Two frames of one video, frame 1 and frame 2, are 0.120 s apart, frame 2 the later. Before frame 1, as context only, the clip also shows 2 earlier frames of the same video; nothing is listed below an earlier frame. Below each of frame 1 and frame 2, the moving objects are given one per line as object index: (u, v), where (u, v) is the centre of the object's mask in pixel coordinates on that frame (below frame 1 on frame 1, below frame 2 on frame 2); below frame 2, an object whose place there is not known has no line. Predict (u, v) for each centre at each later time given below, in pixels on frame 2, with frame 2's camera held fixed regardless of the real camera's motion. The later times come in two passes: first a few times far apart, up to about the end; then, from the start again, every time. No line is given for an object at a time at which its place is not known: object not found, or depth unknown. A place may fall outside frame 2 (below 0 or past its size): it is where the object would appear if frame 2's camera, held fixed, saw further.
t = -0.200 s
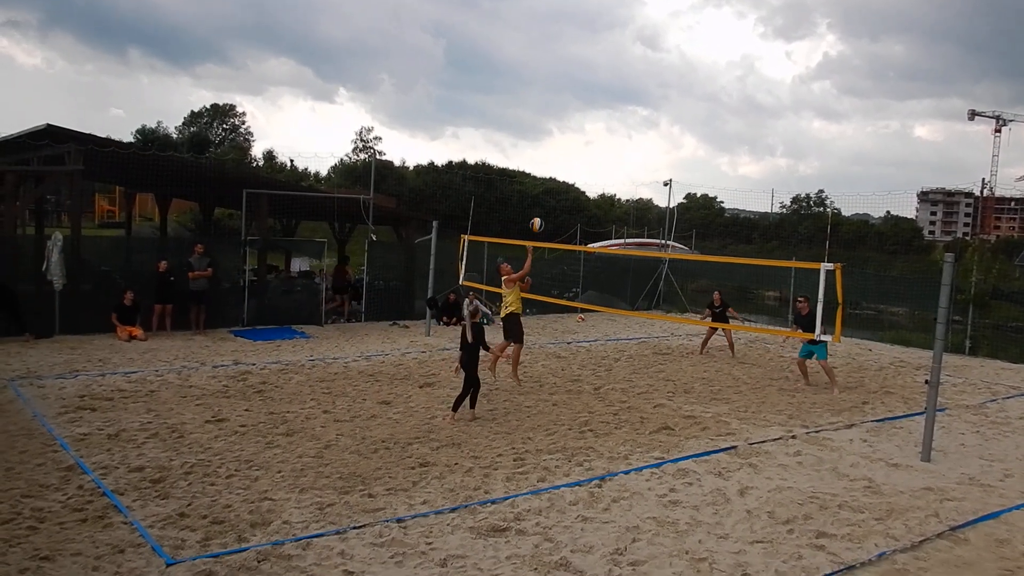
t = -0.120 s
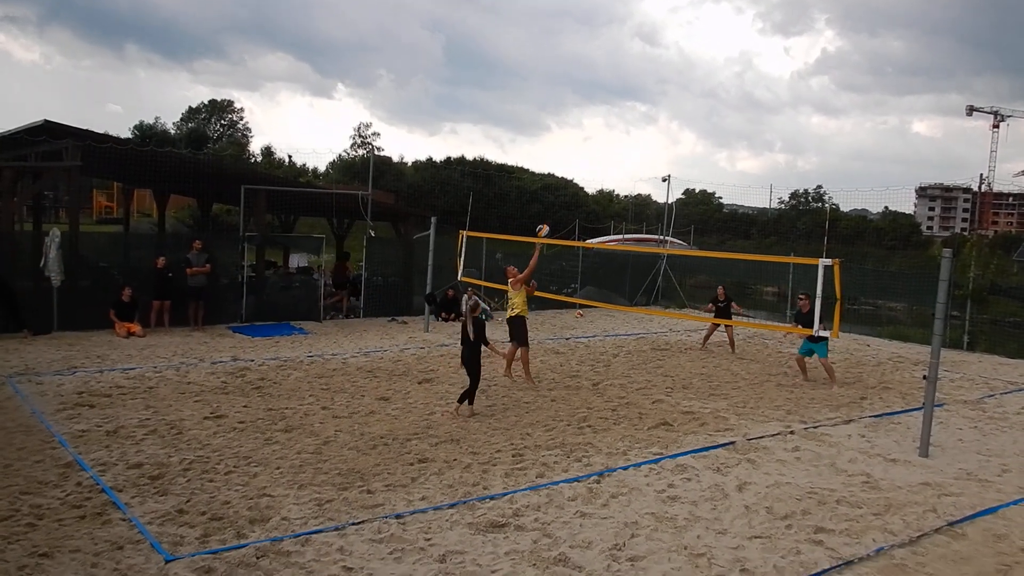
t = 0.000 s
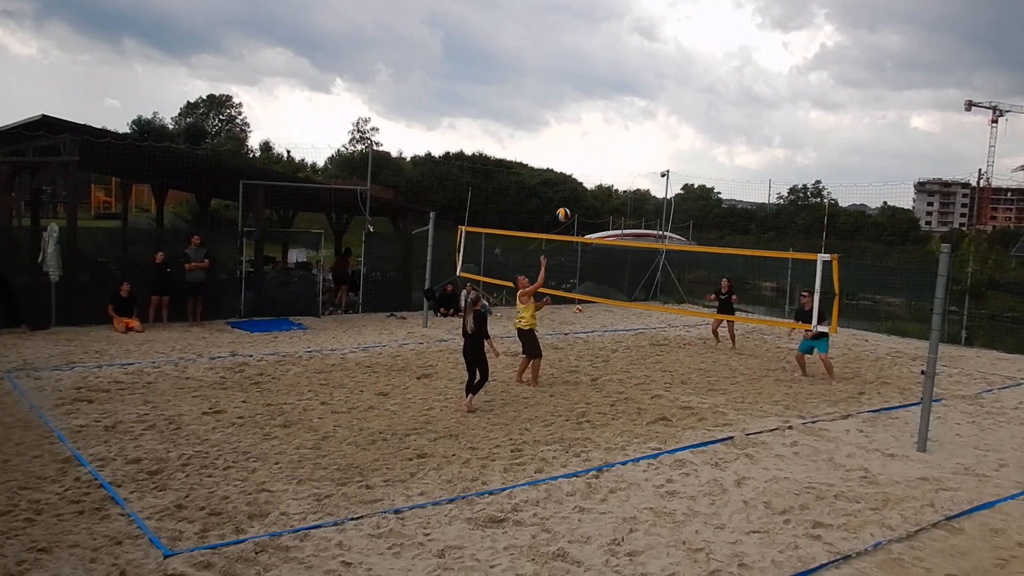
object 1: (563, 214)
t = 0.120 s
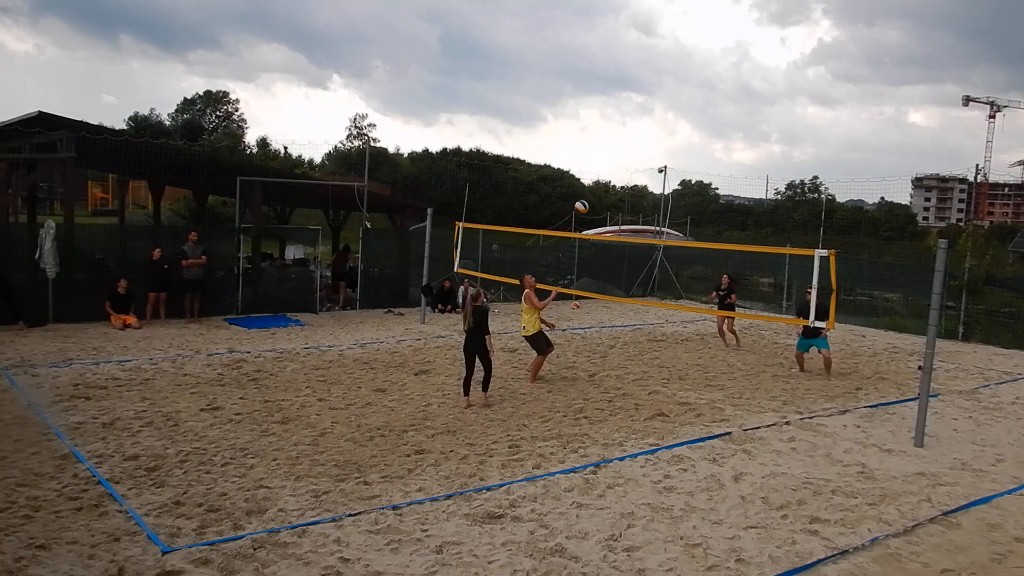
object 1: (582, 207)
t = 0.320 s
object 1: (613, 222)
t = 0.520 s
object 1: (642, 262)
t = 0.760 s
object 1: (668, 316)
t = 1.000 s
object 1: (676, 371)
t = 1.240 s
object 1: (674, 389)
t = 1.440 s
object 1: (668, 398)
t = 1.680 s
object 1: (665, 397)
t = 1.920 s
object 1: (665, 397)
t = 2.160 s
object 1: (666, 397)
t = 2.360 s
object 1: (666, 396)
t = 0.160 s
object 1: (588, 208)
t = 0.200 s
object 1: (594, 210)
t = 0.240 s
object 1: (601, 212)
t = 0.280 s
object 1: (607, 217)
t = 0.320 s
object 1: (613, 222)
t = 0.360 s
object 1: (619, 228)
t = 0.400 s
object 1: (625, 235)
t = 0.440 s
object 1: (632, 243)
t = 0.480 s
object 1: (638, 252)
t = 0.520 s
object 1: (642, 262)
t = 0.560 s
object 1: (649, 272)
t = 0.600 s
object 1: (654, 284)
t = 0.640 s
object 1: (660, 297)
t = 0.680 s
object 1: (663, 305)
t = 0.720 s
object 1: (665, 310)
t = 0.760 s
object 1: (668, 316)
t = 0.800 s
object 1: (669, 323)
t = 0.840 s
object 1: (671, 330)
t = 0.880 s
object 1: (671, 339)
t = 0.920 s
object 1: (673, 349)
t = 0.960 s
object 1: (675, 360)
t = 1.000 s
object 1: (676, 371)
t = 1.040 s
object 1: (677, 385)
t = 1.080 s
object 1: (678, 393)
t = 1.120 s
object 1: (677, 391)
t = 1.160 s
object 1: (676, 389)
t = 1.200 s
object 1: (674, 388)
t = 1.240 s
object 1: (674, 389)
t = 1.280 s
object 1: (672, 391)
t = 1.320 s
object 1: (671, 394)
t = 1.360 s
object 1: (670, 397)
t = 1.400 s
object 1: (669, 398)
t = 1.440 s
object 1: (668, 398)
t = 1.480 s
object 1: (667, 398)
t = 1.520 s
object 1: (667, 398)
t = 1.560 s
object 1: (666, 398)
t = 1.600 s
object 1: (666, 397)
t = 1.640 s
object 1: (665, 397)
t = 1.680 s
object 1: (665, 397)
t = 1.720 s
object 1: (665, 397)
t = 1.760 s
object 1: (665, 397)
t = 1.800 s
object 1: (664, 397)
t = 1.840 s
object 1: (665, 397)
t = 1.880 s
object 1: (665, 397)
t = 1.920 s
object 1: (665, 397)
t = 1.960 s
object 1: (665, 397)
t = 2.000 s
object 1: (665, 398)
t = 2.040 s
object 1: (665, 398)
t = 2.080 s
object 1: (666, 398)
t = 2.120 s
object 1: (666, 397)
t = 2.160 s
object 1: (666, 397)
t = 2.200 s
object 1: (666, 397)
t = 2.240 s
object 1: (666, 397)
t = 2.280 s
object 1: (666, 396)
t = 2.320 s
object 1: (666, 396)
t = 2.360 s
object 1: (666, 396)
